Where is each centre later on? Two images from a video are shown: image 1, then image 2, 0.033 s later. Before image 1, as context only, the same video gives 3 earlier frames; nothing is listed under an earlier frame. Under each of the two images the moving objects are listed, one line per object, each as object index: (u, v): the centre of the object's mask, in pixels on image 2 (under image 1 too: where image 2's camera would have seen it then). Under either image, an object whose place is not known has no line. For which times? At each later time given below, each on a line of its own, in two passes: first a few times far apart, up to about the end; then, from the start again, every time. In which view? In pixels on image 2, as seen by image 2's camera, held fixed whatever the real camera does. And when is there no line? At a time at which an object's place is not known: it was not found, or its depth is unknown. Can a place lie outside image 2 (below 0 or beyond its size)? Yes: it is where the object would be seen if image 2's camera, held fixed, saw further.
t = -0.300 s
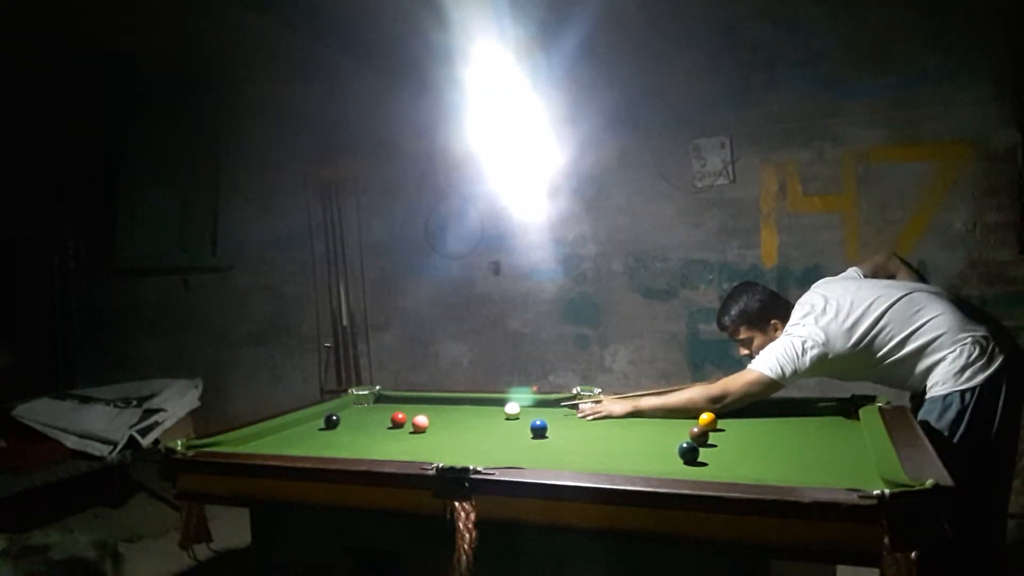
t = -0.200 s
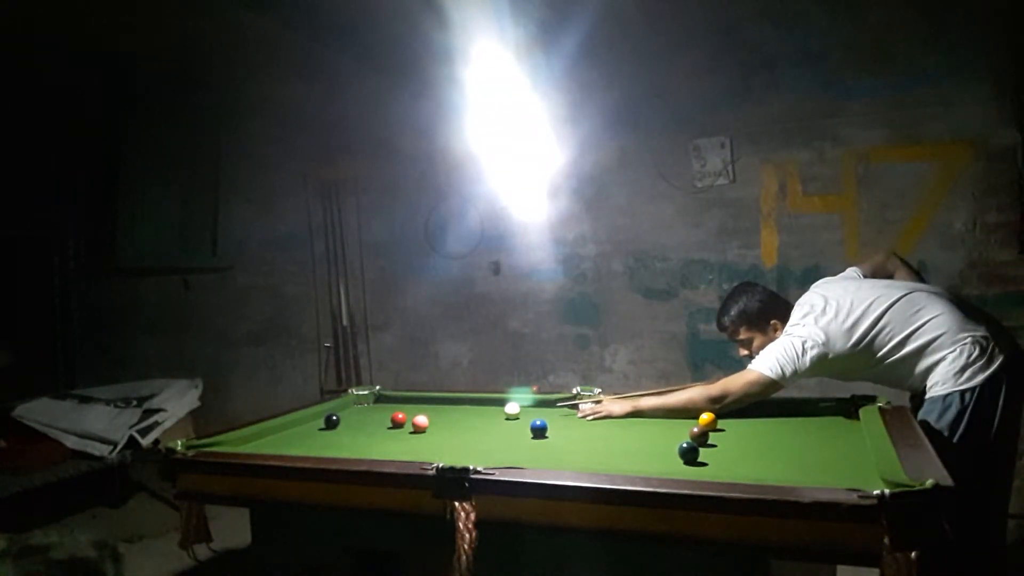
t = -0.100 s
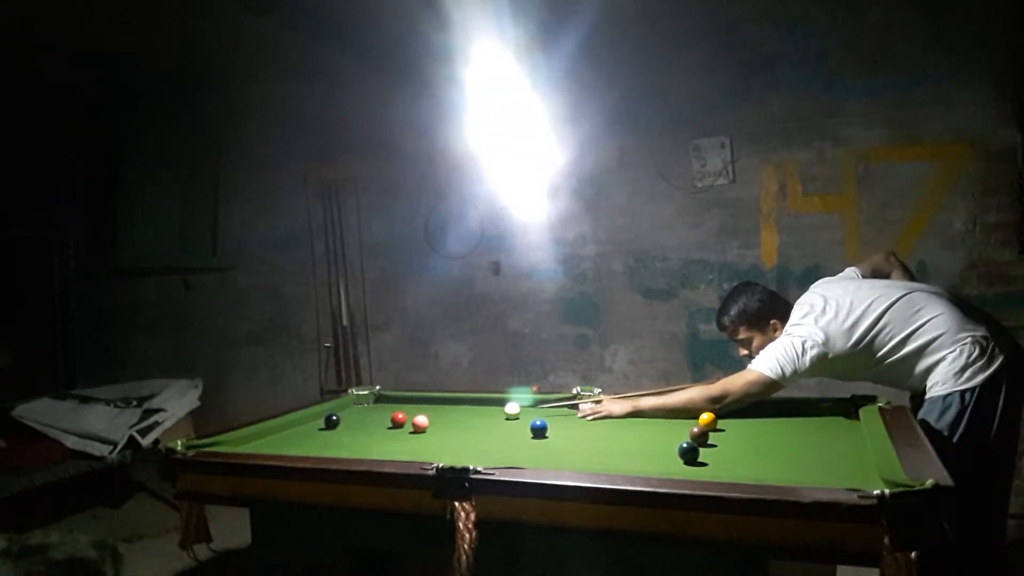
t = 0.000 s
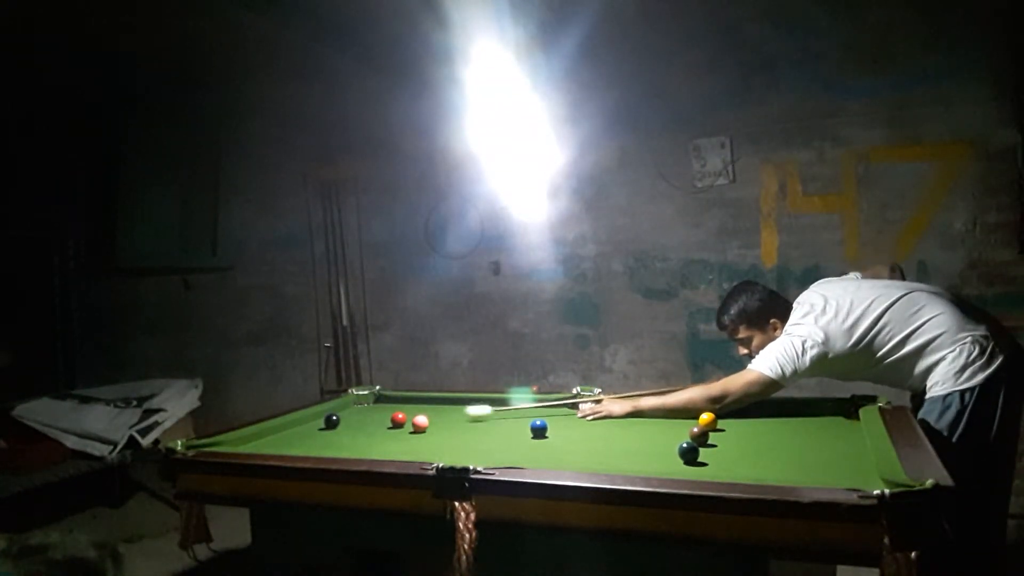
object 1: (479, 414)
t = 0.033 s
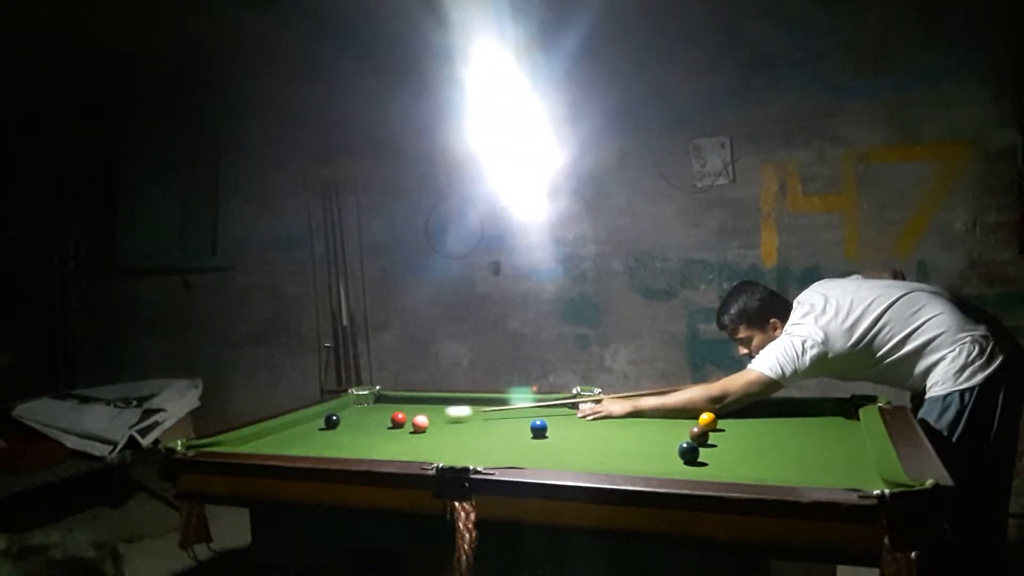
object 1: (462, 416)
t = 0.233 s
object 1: (400, 416)
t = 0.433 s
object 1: (367, 411)
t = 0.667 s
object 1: (345, 408)
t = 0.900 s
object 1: (378, 405)
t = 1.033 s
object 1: (396, 403)
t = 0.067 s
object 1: (444, 416)
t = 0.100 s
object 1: (425, 413)
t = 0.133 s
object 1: (409, 418)
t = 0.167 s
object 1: (409, 416)
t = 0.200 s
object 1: (404, 416)
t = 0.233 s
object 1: (400, 416)
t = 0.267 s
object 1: (395, 414)
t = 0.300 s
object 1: (389, 413)
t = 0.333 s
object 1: (384, 414)
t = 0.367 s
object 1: (378, 412)
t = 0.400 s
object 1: (373, 411)
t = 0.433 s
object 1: (367, 411)
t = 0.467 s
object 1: (363, 410)
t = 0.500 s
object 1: (358, 409)
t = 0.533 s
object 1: (352, 410)
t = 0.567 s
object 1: (348, 409)
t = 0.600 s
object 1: (343, 409)
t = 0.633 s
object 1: (340, 408)
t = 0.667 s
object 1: (345, 408)
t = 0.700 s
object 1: (350, 407)
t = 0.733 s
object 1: (355, 407)
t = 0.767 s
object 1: (360, 406)
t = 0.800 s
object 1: (364, 406)
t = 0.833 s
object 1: (368, 405)
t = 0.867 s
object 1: (374, 405)
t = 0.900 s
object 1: (378, 405)
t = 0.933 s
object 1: (383, 404)
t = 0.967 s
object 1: (387, 404)
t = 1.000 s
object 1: (392, 404)
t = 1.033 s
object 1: (396, 403)
